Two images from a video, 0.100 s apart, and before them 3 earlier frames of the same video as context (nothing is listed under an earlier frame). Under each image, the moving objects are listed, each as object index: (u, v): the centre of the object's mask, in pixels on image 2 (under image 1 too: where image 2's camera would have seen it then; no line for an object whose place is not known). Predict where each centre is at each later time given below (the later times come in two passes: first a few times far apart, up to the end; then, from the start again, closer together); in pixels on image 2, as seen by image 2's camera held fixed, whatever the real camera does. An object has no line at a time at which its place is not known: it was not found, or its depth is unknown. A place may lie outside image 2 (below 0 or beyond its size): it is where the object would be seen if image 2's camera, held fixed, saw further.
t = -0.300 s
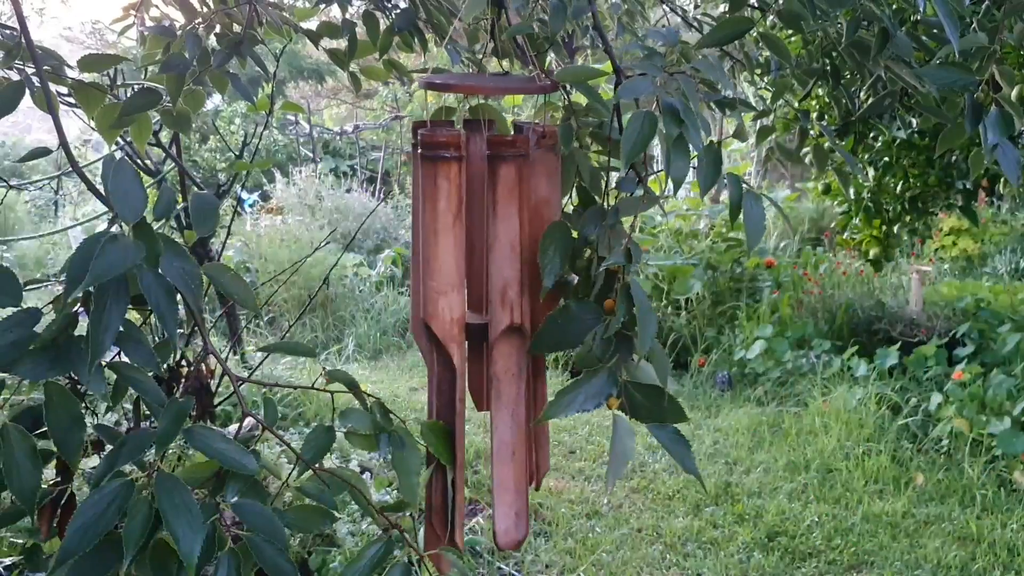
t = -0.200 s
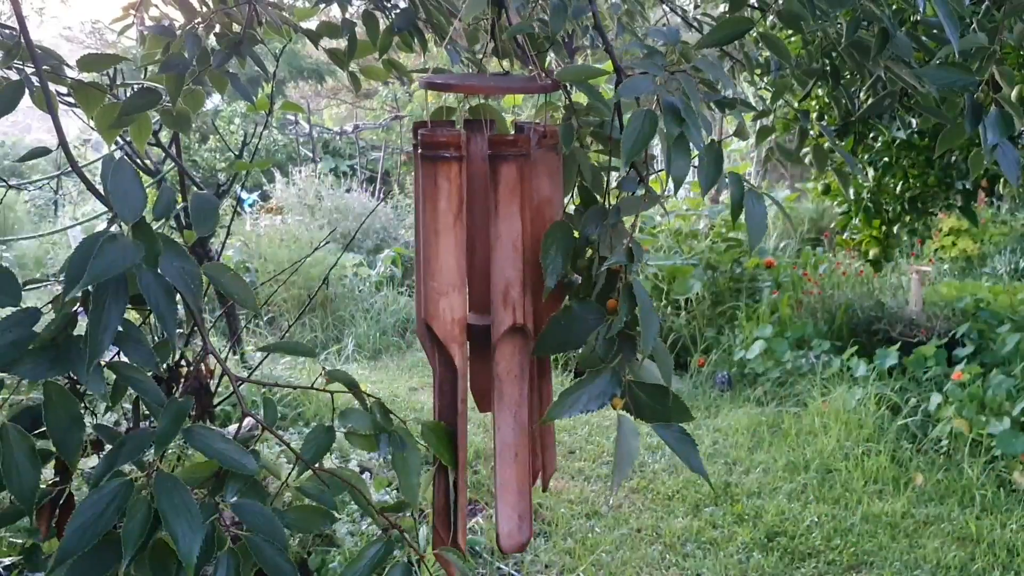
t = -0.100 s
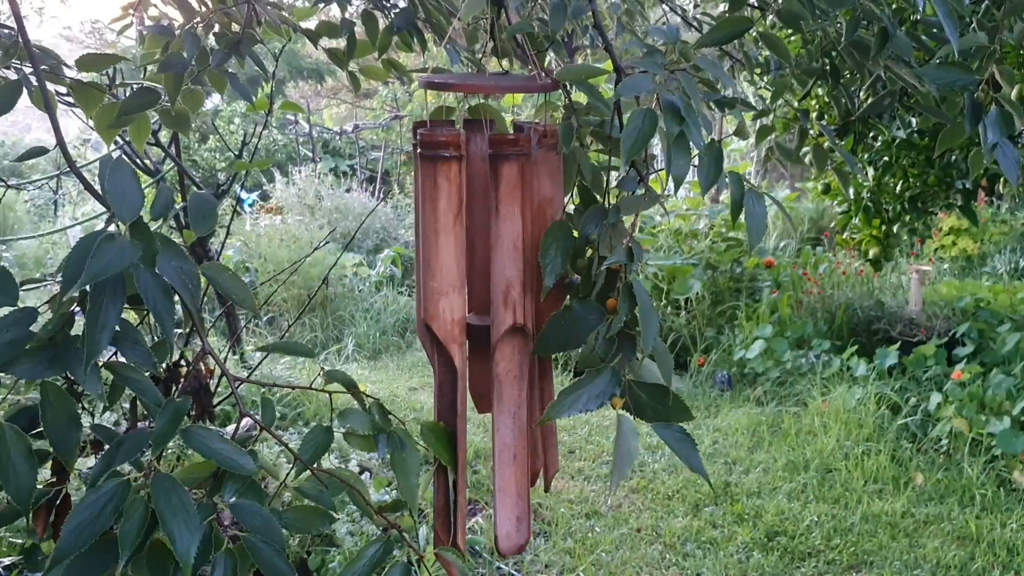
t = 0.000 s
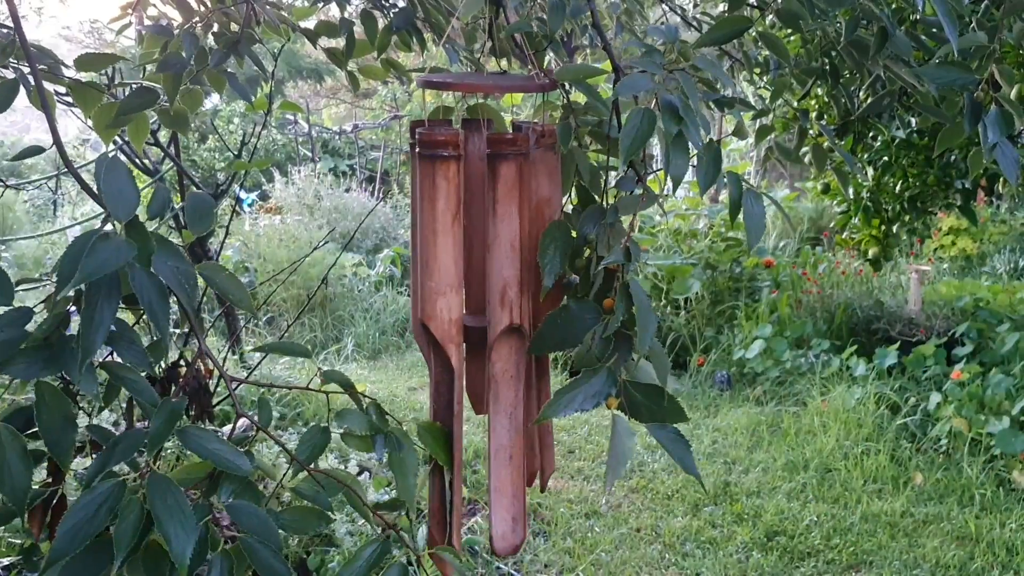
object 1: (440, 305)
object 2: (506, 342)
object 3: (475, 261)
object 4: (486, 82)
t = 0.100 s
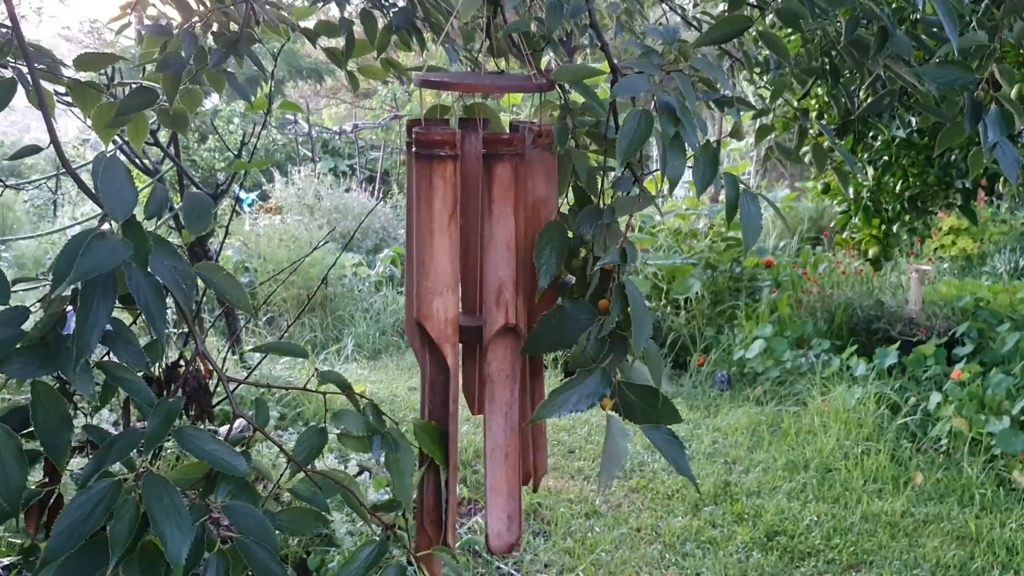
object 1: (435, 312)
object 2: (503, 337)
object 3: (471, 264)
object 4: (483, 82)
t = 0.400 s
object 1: (420, 305)
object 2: (485, 333)
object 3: (459, 249)
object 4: (476, 83)
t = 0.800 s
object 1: (426, 315)
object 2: (492, 333)
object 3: (464, 252)
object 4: (478, 83)
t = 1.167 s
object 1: (440, 305)
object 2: (507, 338)
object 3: (475, 260)
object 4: (485, 82)
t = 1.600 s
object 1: (425, 317)
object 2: (491, 334)
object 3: (463, 257)
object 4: (477, 83)
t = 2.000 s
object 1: (423, 316)
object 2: (490, 333)
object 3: (463, 253)
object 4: (477, 82)
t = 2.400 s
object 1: (437, 308)
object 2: (504, 335)
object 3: (472, 261)
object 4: (483, 82)
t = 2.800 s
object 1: (426, 326)
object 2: (494, 335)
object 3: (464, 260)
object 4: (478, 82)
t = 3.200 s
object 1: (421, 323)
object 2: (487, 333)
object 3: (460, 251)
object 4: (475, 83)
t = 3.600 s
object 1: (436, 311)
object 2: (504, 334)
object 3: (472, 260)
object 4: (483, 81)
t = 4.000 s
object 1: (430, 317)
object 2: (497, 332)
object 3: (467, 259)
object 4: (480, 82)
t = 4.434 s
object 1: (421, 313)
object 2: (488, 334)
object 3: (460, 256)
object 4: (476, 82)
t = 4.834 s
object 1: (434, 313)
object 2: (500, 332)
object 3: (470, 258)
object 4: (482, 82)
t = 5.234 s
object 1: (433, 313)
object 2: (499, 333)
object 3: (469, 256)
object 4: (482, 82)
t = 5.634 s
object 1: (421, 319)
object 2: (490, 336)
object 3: (461, 259)
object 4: (476, 83)
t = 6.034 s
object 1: (431, 317)
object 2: (497, 333)
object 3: (468, 257)
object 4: (481, 82)
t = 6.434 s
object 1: (434, 313)
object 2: (500, 333)
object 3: (469, 259)
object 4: (482, 82)
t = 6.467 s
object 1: (433, 314)
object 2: (500, 333)
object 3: (469, 259)
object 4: (482, 82)
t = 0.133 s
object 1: (432, 315)
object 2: (500, 337)
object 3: (470, 265)
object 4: (482, 82)
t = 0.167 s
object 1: (431, 320)
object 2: (499, 336)
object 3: (468, 264)
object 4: (481, 83)
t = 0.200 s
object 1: (429, 320)
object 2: (497, 334)
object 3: (466, 264)
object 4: (480, 83)
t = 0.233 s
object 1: (427, 321)
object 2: (494, 335)
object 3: (465, 262)
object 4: (479, 83)
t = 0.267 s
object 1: (425, 325)
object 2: (492, 336)
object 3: (463, 259)
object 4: (478, 83)
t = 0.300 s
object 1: (423, 326)
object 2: (490, 336)
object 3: (462, 257)
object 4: (478, 83)
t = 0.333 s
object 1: (422, 324)
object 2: (487, 335)
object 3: (460, 254)
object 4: (477, 83)
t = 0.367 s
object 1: (420, 317)
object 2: (486, 334)
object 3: (459, 252)
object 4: (476, 83)
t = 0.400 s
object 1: (420, 305)
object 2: (485, 333)
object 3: (459, 249)
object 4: (476, 83)
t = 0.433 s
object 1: (419, 305)
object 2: (484, 333)
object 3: (458, 250)
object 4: (475, 83)
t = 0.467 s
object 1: (418, 305)
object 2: (483, 332)
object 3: (458, 250)
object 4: (475, 83)
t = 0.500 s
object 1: (418, 305)
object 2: (483, 332)
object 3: (457, 252)
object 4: (475, 83)
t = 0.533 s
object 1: (418, 305)
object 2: (483, 333)
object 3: (457, 251)
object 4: (475, 83)
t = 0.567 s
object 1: (418, 304)
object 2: (483, 334)
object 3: (457, 252)
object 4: (475, 83)
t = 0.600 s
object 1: (419, 304)
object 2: (484, 333)
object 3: (458, 251)
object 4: (475, 83)
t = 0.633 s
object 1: (420, 310)
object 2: (485, 334)
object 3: (458, 252)
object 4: (475, 83)
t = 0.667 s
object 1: (421, 304)
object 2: (486, 334)
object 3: (459, 251)
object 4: (476, 83)
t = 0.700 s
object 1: (421, 315)
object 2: (487, 333)
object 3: (460, 252)
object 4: (476, 83)
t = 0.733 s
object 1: (422, 316)
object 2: (489, 333)
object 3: (462, 250)
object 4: (477, 83)
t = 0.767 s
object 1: (424, 315)
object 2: (490, 333)
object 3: (463, 251)
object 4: (477, 83)
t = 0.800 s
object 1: (426, 315)
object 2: (492, 333)
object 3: (464, 252)
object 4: (478, 83)
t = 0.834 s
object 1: (428, 316)
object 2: (494, 332)
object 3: (465, 255)
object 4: (479, 83)
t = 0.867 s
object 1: (430, 316)
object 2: (497, 331)
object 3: (467, 256)
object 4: (480, 83)
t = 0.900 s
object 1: (432, 317)
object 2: (498, 333)
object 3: (468, 259)
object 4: (481, 83)
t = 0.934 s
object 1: (434, 313)
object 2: (499, 335)
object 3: (469, 259)
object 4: (482, 83)
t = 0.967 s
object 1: (435, 313)
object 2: (502, 335)
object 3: (471, 259)
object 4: (483, 82)
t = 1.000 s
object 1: (436, 311)
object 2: (503, 335)
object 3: (472, 261)
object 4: (483, 82)
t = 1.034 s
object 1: (438, 310)
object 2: (504, 338)
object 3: (473, 260)
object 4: (484, 82)
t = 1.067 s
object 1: (438, 309)
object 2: (505, 338)
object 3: (474, 260)
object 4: (485, 82)
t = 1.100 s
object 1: (439, 308)
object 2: (506, 338)
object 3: (475, 260)
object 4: (485, 82)
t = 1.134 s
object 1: (440, 307)
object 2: (506, 338)
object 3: (475, 260)
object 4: (485, 82)
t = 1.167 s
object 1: (440, 305)
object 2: (507, 338)
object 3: (475, 260)
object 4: (485, 82)
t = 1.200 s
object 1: (440, 306)
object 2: (506, 338)
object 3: (475, 260)
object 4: (485, 82)
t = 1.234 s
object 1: (439, 307)
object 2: (507, 336)
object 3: (475, 261)
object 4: (485, 82)
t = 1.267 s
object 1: (439, 308)
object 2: (506, 336)
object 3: (475, 261)
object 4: (485, 82)
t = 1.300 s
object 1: (438, 310)
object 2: (505, 337)
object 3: (473, 262)
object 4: (484, 82)
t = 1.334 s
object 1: (437, 316)
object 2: (504, 338)
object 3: (472, 262)
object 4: (484, 82)
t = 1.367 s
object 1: (435, 317)
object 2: (503, 337)
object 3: (471, 262)
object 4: (484, 82)
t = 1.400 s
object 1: (434, 319)
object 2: (502, 336)
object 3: (470, 262)
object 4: (482, 82)
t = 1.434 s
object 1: (432, 319)
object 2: (500, 336)
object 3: (469, 261)
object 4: (482, 82)
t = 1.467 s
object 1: (431, 319)
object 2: (498, 336)
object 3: (468, 261)
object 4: (481, 82)
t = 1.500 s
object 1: (430, 319)
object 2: (497, 334)
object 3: (466, 261)
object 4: (480, 83)
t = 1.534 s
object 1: (428, 319)
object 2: (494, 335)
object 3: (465, 260)
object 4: (479, 83)
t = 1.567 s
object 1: (426, 318)
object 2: (493, 335)
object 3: (464, 259)
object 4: (478, 83)
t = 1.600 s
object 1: (425, 317)
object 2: (491, 334)
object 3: (463, 257)
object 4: (477, 83)
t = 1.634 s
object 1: (424, 317)
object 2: (490, 334)
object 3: (462, 256)
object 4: (477, 83)
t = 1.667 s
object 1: (422, 316)
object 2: (489, 334)
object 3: (461, 255)
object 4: (476, 83)
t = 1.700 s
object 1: (421, 316)
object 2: (488, 334)
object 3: (461, 253)
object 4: (476, 83)
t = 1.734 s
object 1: (420, 316)
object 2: (487, 334)
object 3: (460, 254)
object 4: (476, 83)
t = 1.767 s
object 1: (420, 315)
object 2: (486, 334)
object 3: (460, 253)
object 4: (476, 83)
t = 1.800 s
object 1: (420, 315)
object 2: (486, 334)
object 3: (459, 253)
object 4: (475, 83)
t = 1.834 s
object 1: (420, 306)
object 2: (486, 334)
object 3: (459, 253)
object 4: (475, 83)
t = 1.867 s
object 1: (420, 315)
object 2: (486, 333)
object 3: (460, 253)
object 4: (475, 83)
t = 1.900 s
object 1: (421, 306)
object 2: (487, 332)
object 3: (460, 254)
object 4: (476, 83)
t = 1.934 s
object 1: (421, 315)
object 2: (488, 332)
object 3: (461, 253)
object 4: (476, 83)
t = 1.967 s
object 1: (422, 316)
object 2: (489, 332)
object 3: (461, 254)
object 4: (476, 82)
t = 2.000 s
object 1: (423, 316)
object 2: (490, 333)
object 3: (463, 253)
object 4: (477, 82)
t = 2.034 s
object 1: (424, 316)
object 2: (491, 333)
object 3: (464, 251)
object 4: (478, 82)
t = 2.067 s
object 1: (426, 322)
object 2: (492, 333)
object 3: (464, 252)
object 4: (478, 82)
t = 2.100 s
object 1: (427, 323)
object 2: (494, 332)
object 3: (466, 252)
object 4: (479, 82)
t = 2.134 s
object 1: (428, 323)
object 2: (496, 331)
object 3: (467, 254)
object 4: (480, 82)
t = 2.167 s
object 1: (430, 317)
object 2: (497, 330)
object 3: (468, 255)
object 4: (481, 82)
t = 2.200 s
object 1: (432, 316)
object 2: (498, 331)
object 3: (469, 257)
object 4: (481, 82)
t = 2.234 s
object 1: (433, 316)
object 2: (500, 332)
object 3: (470, 260)
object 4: (481, 82)
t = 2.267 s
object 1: (435, 315)
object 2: (502, 333)
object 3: (471, 261)
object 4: (482, 82)
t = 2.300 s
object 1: (436, 311)
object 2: (503, 334)
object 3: (471, 260)
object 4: (482, 82)
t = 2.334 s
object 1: (436, 309)
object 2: (503, 335)
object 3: (472, 259)
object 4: (483, 82)
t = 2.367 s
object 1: (437, 308)
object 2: (504, 335)
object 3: (472, 261)
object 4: (483, 82)
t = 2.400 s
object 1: (437, 308)
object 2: (504, 335)
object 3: (472, 261)
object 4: (483, 82)
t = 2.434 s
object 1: (437, 308)
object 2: (504, 335)
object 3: (472, 262)
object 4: (483, 82)
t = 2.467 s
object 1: (437, 308)
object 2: (504, 335)
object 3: (472, 262)
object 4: (483, 82)
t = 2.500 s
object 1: (437, 308)
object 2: (504, 335)
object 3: (472, 263)
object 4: (483, 82)
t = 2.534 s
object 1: (436, 309)
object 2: (504, 335)
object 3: (472, 264)
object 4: (483, 82)
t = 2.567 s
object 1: (435, 311)
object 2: (503, 335)
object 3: (471, 265)
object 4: (482, 82)
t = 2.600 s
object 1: (434, 316)
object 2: (502, 336)
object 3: (471, 264)
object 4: (482, 82)
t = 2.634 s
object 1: (433, 319)
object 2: (501, 337)
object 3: (470, 264)
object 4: (482, 82)
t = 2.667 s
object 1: (432, 319)
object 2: (500, 336)
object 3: (469, 263)
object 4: (480, 82)
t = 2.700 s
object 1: (430, 320)
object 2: (498, 337)
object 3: (467, 262)
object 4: (480, 82)
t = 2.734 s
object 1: (429, 319)
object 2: (498, 335)
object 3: (467, 262)
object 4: (480, 82)
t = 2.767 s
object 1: (428, 319)
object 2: (496, 335)
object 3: (465, 261)
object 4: (479, 82)
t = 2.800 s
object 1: (426, 326)
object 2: (494, 335)
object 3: (464, 260)
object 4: (478, 82)
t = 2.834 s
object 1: (425, 325)
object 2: (492, 335)
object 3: (463, 260)
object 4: (478, 82)
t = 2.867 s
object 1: (424, 319)
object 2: (490, 337)
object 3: (462, 258)
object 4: (477, 82)
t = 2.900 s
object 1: (423, 319)
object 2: (489, 336)
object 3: (461, 256)
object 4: (477, 82)
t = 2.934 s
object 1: (422, 318)
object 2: (487, 335)
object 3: (460, 253)
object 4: (477, 83)
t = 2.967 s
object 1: (421, 318)
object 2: (487, 333)
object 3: (460, 252)
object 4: (476, 82)
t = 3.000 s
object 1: (420, 318)
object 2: (486, 333)
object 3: (459, 253)
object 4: (475, 82)
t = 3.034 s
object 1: (420, 317)
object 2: (486, 334)
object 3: (459, 252)
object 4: (475, 83)
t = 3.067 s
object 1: (420, 317)
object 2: (486, 334)
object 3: (459, 254)
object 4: (475, 82)
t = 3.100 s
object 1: (420, 318)
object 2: (486, 334)
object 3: (459, 252)
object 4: (475, 83)
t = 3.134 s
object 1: (420, 318)
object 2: (487, 333)
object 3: (459, 253)
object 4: (475, 83)
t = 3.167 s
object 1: (421, 317)
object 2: (487, 333)
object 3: (460, 253)
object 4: (475, 83)
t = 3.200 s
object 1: (421, 323)
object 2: (487, 333)
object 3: (460, 251)
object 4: (475, 83)
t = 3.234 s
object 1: (422, 323)
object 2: (489, 334)
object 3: (461, 252)
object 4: (476, 82)
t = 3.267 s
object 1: (424, 317)
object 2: (490, 333)
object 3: (463, 251)
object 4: (477, 82)
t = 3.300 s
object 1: (425, 317)
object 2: (492, 333)
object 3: (464, 252)
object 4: (478, 82)
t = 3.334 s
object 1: (426, 316)
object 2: (494, 333)
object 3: (465, 252)
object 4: (479, 82)
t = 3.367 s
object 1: (428, 317)
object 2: (495, 334)
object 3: (466, 255)
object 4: (480, 82)
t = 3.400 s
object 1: (429, 316)
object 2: (497, 333)
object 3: (467, 256)
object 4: (480, 82)
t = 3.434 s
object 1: (431, 316)
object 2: (499, 333)
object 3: (468, 255)
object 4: (481, 82)
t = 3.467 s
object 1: (432, 317)
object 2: (500, 332)
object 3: (469, 257)
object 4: (482, 82)
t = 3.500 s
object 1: (433, 315)
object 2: (501, 333)
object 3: (470, 260)
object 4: (482, 82)
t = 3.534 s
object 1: (435, 314)
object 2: (503, 333)
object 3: (471, 261)
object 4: (483, 82)
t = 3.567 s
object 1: (435, 313)
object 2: (503, 334)
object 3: (472, 260)
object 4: (483, 82)
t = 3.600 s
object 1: (436, 311)
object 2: (504, 334)
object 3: (472, 260)
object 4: (483, 81)
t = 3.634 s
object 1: (437, 310)
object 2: (504, 335)
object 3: (473, 259)
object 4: (483, 81)
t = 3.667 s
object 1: (437, 309)
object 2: (505, 334)
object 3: (473, 258)
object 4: (484, 81)
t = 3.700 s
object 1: (437, 309)
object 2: (505, 335)
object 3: (473, 258)
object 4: (484, 81)
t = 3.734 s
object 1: (437, 308)
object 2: (504, 336)
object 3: (473, 258)
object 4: (483, 81)
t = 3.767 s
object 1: (437, 308)
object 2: (503, 337)
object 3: (473, 257)
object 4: (483, 81)
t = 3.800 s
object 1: (437, 307)
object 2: (502, 337)
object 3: (472, 258)
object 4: (483, 81)
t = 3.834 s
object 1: (436, 308)
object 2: (501, 337)
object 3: (471, 257)
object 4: (483, 81)
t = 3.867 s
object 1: (435, 309)
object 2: (501, 336)
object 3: (471, 255)
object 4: (483, 81)
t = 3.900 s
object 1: (434, 311)
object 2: (499, 335)
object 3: (469, 257)
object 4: (482, 82)
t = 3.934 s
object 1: (433, 312)
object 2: (498, 334)
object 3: (468, 258)
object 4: (481, 82)
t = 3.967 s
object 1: (431, 314)
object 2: (498, 332)
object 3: (467, 259)
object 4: (480, 82)
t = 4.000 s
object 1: (430, 317)
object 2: (497, 332)
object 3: (467, 259)
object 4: (480, 82)
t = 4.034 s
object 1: (428, 319)
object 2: (495, 333)
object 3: (465, 260)
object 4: (479, 82)
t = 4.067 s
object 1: (427, 318)
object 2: (493, 335)
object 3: (464, 260)
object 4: (479, 82)
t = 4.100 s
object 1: (426, 319)
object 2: (492, 335)
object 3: (463, 259)
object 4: (477, 82)
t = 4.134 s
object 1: (425, 318)
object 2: (491, 334)
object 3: (462, 259)
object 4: (476, 82)
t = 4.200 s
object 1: (424, 319)
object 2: (490, 333)
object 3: (462, 258)
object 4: (476, 82)
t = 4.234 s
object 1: (422, 320)
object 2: (489, 333)
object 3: (461, 255)
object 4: (476, 82)
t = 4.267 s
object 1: (422, 318)
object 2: (488, 333)
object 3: (461, 256)
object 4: (476, 82)
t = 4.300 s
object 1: (421, 324)
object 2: (488, 333)
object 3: (460, 254)
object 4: (476, 82)
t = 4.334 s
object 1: (420, 318)
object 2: (488, 332)
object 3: (460, 255)
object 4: (475, 82)
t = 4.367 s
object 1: (420, 323)
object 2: (488, 333)
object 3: (460, 254)
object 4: (476, 82)
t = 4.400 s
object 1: (421, 313)
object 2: (488, 333)
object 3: (460, 255)
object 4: (476, 82)
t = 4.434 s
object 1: (421, 313)
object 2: (488, 334)
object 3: (460, 256)
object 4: (476, 82)
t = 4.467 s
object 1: (421, 306)
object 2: (489, 334)
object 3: (461, 257)
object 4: (476, 82)
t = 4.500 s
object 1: (421, 317)
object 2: (489, 334)
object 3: (461, 258)
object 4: (476, 82)
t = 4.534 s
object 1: (421, 318)
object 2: (490, 335)
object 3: (462, 258)
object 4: (477, 82)
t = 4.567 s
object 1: (422, 319)
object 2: (491, 335)
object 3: (462, 259)
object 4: (477, 82)
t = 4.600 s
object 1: (424, 324)
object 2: (492, 334)
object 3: (463, 258)
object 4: (477, 82)
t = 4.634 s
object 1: (425, 322)
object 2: (494, 333)
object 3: (464, 258)
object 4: (478, 82)
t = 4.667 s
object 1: (427, 315)
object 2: (495, 334)
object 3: (465, 258)
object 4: (479, 82)
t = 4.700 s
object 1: (428, 315)
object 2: (496, 333)
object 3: (466, 257)
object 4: (480, 82)
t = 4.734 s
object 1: (429, 314)
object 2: (497, 333)
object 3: (467, 257)
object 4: (480, 82)
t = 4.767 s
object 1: (431, 315)
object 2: (498, 332)
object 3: (468, 257)
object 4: (481, 82)
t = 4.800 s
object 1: (432, 315)
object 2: (499, 332)
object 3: (469, 257)
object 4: (481, 82)
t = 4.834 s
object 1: (434, 313)
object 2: (500, 332)
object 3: (470, 258)
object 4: (482, 82)
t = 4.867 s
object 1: (435, 308)
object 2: (501, 332)
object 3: (470, 259)
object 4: (482, 82)
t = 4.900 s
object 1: (435, 307)
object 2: (501, 332)
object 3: (471, 258)
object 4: (482, 82)
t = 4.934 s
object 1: (436, 306)
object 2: (501, 333)
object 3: (471, 258)
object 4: (483, 82)
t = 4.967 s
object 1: (437, 306)
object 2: (501, 334)
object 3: (471, 257)
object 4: (482, 82)
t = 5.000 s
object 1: (437, 307)
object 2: (501, 334)
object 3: (472, 254)
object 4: (482, 82)
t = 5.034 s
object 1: (437, 307)
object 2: (502, 335)
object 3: (472, 255)
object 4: (483, 82)
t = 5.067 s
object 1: (437, 307)
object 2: (501, 335)
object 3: (472, 254)
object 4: (483, 82)
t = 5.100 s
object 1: (437, 307)
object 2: (501, 335)
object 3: (472, 254)
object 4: (483, 82)
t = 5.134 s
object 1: (436, 308)
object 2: (501, 336)
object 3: (471, 255)
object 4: (483, 82)
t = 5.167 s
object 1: (436, 309)
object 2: (501, 334)
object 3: (471, 255)
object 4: (483, 82)
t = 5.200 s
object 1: (435, 311)
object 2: (500, 333)
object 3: (470, 257)
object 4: (483, 82)
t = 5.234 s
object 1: (433, 313)
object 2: (499, 333)
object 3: (469, 256)
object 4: (482, 82)
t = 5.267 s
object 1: (432, 318)
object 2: (499, 333)
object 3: (468, 257)
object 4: (481, 82)
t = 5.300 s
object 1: (431, 315)
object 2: (497, 335)
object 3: (467, 257)
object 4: (480, 82)
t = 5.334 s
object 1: (430, 320)
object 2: (496, 335)
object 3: (466, 258)
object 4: (479, 82)
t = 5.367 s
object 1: (429, 320)
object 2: (495, 335)
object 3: (465, 259)
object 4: (480, 83)
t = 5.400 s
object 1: (427, 320)
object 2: (494, 335)
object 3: (464, 258)
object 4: (479, 83)
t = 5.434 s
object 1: (426, 321)
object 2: (493, 335)
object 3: (463, 258)
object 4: (478, 83)
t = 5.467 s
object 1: (425, 319)
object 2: (491, 336)
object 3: (463, 258)
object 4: (478, 83)
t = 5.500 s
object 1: (424, 319)
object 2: (491, 337)
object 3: (462, 258)
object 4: (478, 83)
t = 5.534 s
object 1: (423, 320)
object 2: (490, 336)
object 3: (462, 258)
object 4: (477, 83)
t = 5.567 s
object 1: (421, 319)
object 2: (490, 336)
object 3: (461, 258)
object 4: (477, 83)
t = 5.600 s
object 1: (421, 319)
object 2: (490, 336)
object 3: (461, 258)
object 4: (477, 83)
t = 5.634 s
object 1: (421, 319)
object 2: (490, 336)
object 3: (461, 259)
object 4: (476, 83)
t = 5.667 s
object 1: (421, 319)
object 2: (490, 335)
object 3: (461, 258)
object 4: (476, 83)
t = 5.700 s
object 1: (421, 319)
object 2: (490, 336)
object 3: (461, 259)
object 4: (477, 83)
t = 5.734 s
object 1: (421, 319)
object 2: (491, 335)
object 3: (461, 259)
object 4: (476, 83)
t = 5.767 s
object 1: (422, 319)
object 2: (491, 335)
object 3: (462, 258)
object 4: (477, 83)
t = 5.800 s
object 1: (423, 320)
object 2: (491, 336)
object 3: (462, 258)
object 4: (477, 83)
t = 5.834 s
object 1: (424, 320)
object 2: (492, 336)
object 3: (463, 255)
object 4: (477, 83)
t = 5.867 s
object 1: (425, 319)
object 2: (492, 337)
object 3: (464, 255)
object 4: (478, 83)
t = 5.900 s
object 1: (426, 318)
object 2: (493, 335)
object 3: (465, 255)
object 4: (479, 83)
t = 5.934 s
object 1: (427, 318)
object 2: (494, 333)
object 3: (465, 257)
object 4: (480, 82)
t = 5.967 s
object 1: (428, 317)
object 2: (495, 332)
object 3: (466, 256)
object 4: (480, 82)
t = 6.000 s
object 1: (430, 317)
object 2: (496, 334)
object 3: (467, 257)
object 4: (480, 82)
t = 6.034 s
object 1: (431, 317)
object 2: (497, 333)
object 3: (468, 257)
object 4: (481, 82)
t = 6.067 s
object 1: (432, 317)
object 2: (498, 332)
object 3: (468, 256)
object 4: (482, 82)
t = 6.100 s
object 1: (433, 316)
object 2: (499, 332)
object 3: (469, 256)
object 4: (482, 82)
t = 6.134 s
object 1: (433, 315)
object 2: (499, 333)
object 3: (469, 257)
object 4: (482, 82)
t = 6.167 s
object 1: (434, 310)
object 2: (499, 333)
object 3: (469, 256)
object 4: (482, 82)
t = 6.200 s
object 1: (435, 309)
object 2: (499, 333)
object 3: (470, 256)
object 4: (482, 82)
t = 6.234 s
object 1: (435, 309)
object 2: (500, 333)
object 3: (470, 256)
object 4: (482, 82)
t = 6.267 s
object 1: (435, 309)
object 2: (500, 333)
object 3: (470, 256)
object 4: (483, 82)
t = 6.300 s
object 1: (435, 308)
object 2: (500, 333)
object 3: (470, 257)
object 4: (483, 82)
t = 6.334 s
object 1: (435, 309)
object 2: (500, 334)
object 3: (470, 257)
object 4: (483, 82)
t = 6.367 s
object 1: (435, 309)
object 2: (500, 333)
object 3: (470, 258)
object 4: (483, 82)
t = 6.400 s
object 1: (434, 311)
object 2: (500, 333)
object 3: (470, 258)
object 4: (483, 82)
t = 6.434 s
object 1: (434, 313)
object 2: (500, 333)
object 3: (469, 259)
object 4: (482, 82)
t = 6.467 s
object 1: (433, 314)
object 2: (500, 333)
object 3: (469, 259)
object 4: (482, 82)
